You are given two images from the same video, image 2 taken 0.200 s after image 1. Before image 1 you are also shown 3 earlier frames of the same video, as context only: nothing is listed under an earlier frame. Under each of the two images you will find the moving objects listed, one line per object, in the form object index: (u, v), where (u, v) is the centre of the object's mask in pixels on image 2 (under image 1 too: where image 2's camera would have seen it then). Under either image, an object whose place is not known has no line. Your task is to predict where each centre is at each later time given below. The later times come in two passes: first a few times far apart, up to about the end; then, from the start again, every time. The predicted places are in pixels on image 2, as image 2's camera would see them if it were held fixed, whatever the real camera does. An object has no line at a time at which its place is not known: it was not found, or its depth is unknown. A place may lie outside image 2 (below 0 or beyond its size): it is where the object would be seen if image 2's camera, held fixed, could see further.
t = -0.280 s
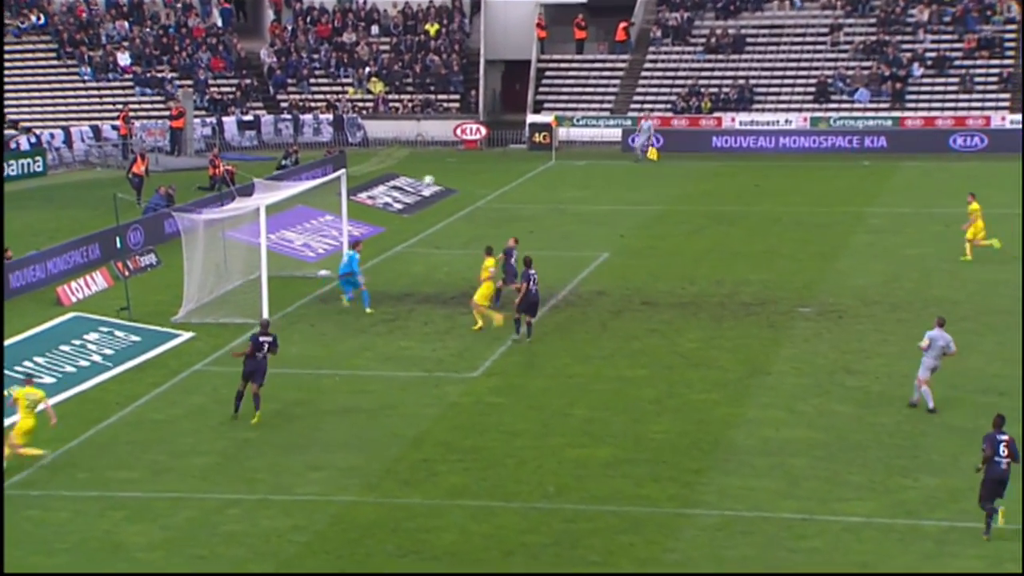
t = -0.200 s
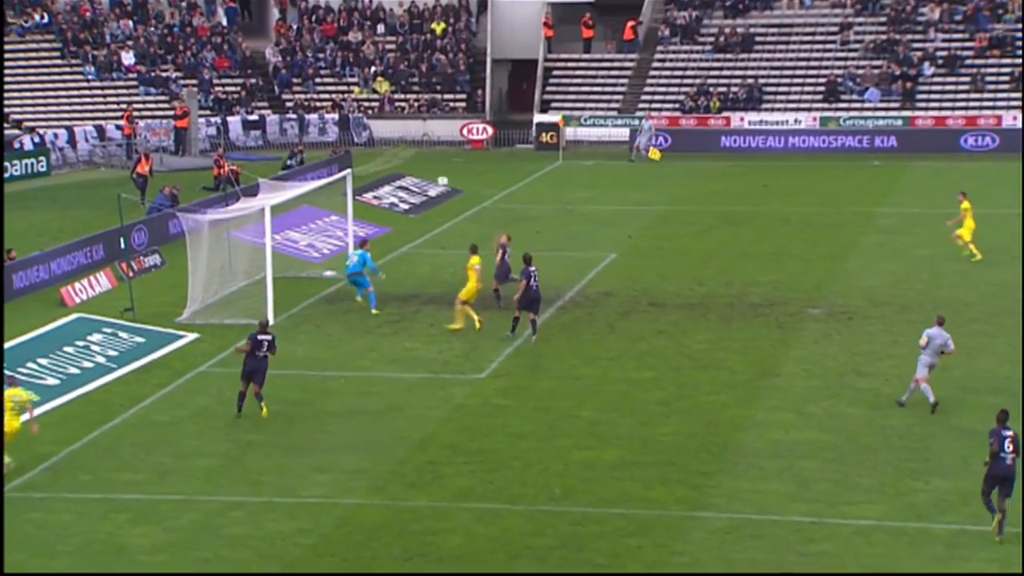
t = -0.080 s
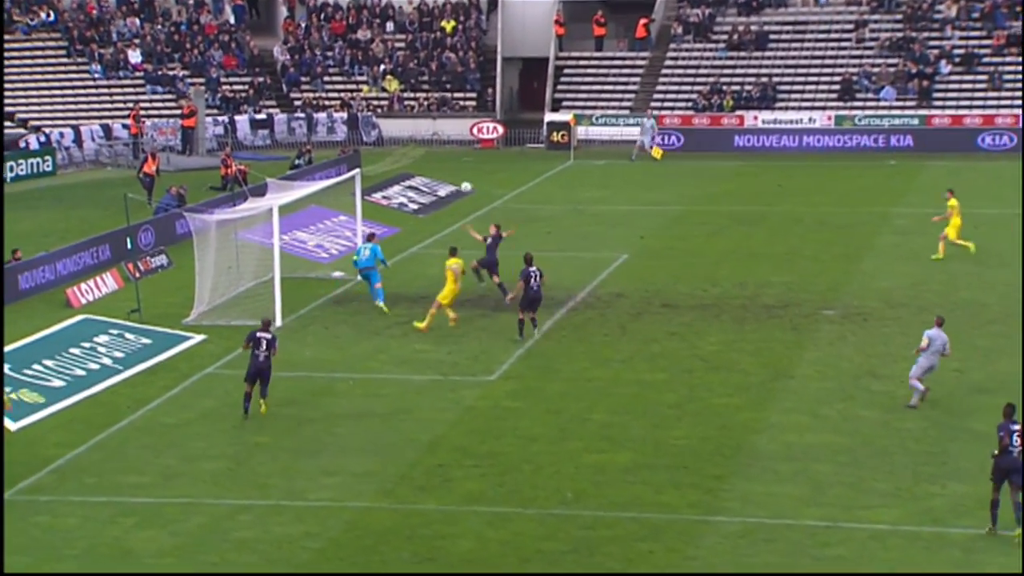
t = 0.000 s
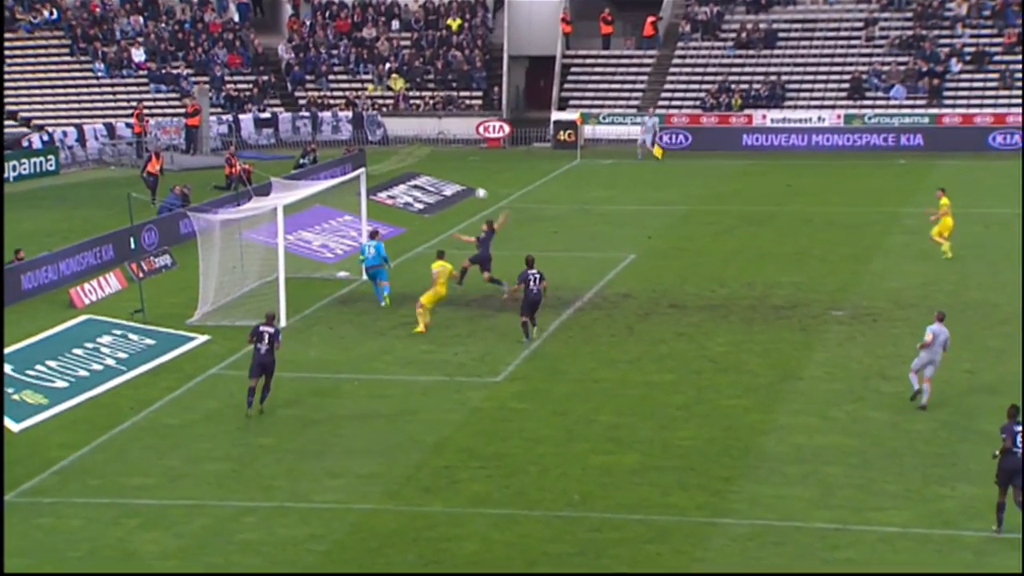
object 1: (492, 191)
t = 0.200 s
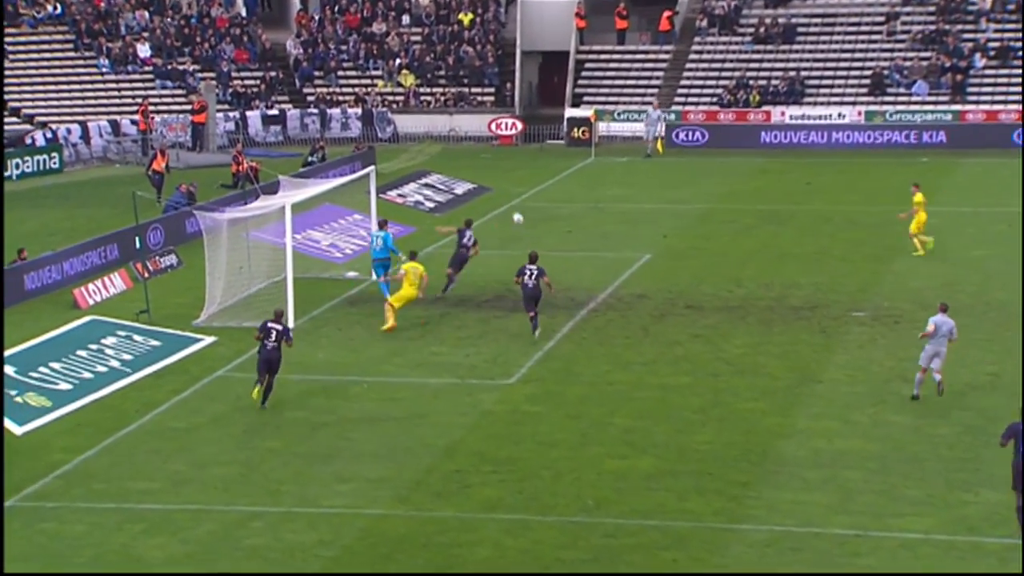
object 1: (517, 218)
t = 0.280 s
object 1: (527, 231)
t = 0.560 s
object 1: (562, 250)
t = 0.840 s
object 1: (592, 213)
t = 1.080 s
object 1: (618, 210)
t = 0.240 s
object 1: (521, 224)
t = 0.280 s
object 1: (527, 231)
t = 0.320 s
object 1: (532, 239)
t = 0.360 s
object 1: (538, 247)
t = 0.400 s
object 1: (543, 256)
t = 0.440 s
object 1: (548, 265)
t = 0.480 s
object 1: (553, 266)
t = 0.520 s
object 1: (557, 257)
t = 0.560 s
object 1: (562, 250)
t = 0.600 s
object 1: (566, 242)
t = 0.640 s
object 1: (570, 236)
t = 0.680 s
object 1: (575, 230)
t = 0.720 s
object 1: (579, 224)
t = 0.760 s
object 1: (583, 220)
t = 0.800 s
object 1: (588, 216)
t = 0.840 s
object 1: (592, 213)
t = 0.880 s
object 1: (596, 211)
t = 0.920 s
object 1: (601, 209)
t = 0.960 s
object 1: (605, 209)
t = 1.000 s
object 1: (609, 209)
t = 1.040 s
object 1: (613, 208)
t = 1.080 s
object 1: (618, 210)
